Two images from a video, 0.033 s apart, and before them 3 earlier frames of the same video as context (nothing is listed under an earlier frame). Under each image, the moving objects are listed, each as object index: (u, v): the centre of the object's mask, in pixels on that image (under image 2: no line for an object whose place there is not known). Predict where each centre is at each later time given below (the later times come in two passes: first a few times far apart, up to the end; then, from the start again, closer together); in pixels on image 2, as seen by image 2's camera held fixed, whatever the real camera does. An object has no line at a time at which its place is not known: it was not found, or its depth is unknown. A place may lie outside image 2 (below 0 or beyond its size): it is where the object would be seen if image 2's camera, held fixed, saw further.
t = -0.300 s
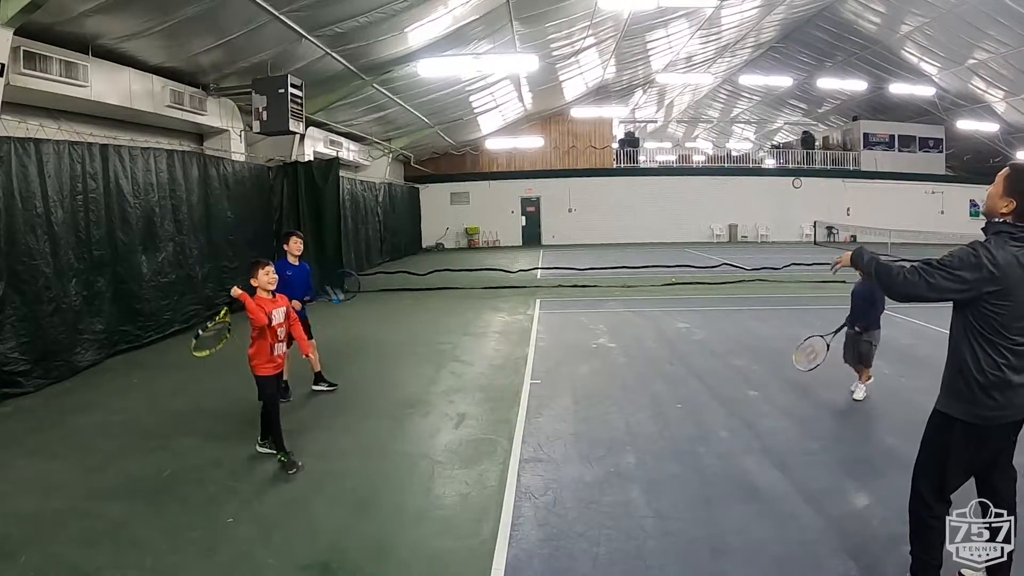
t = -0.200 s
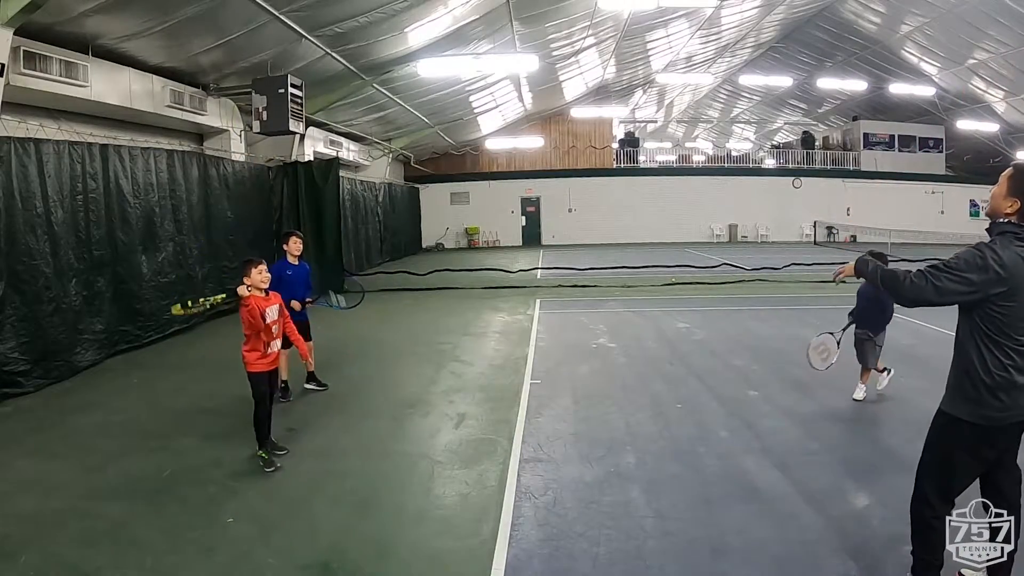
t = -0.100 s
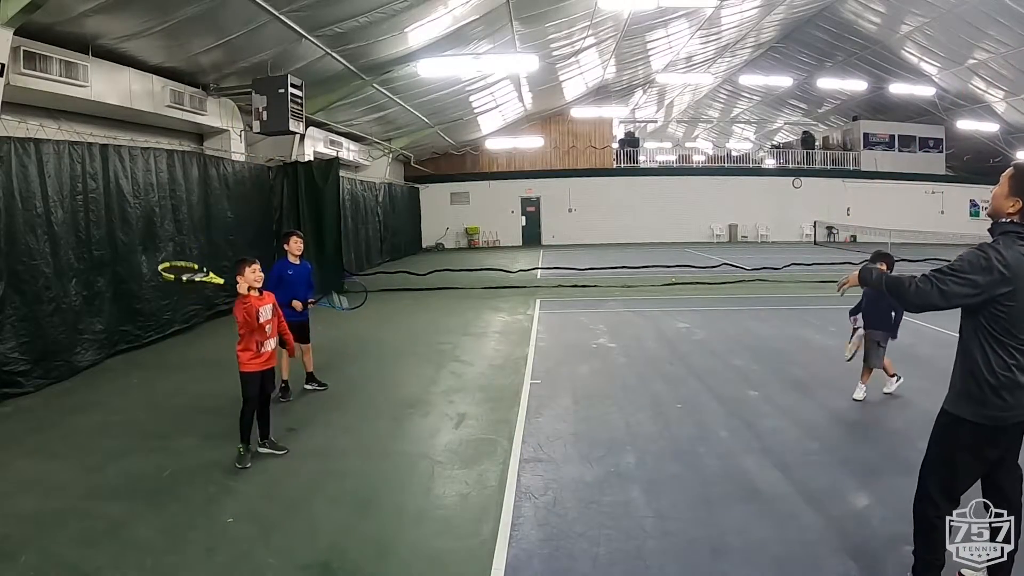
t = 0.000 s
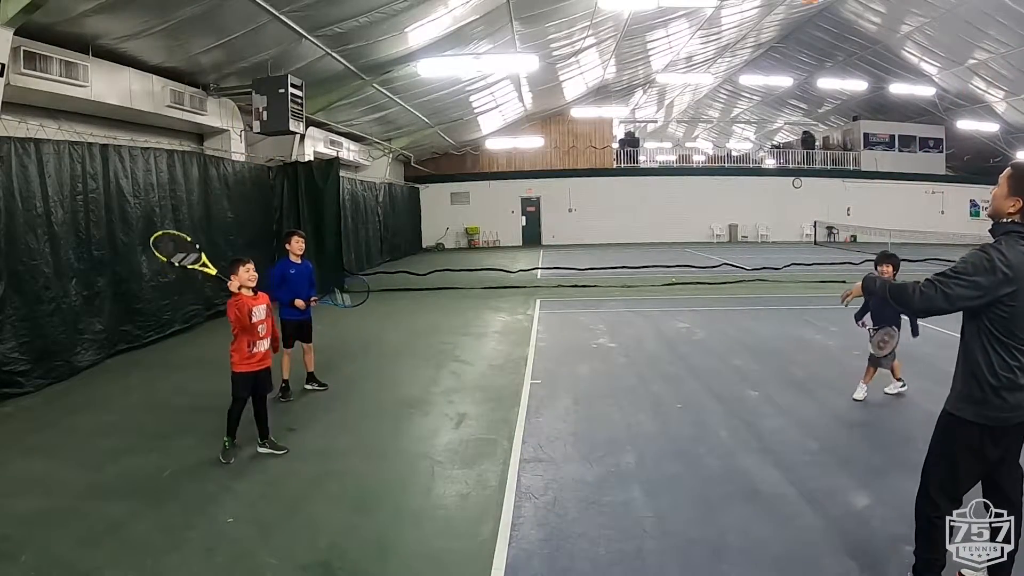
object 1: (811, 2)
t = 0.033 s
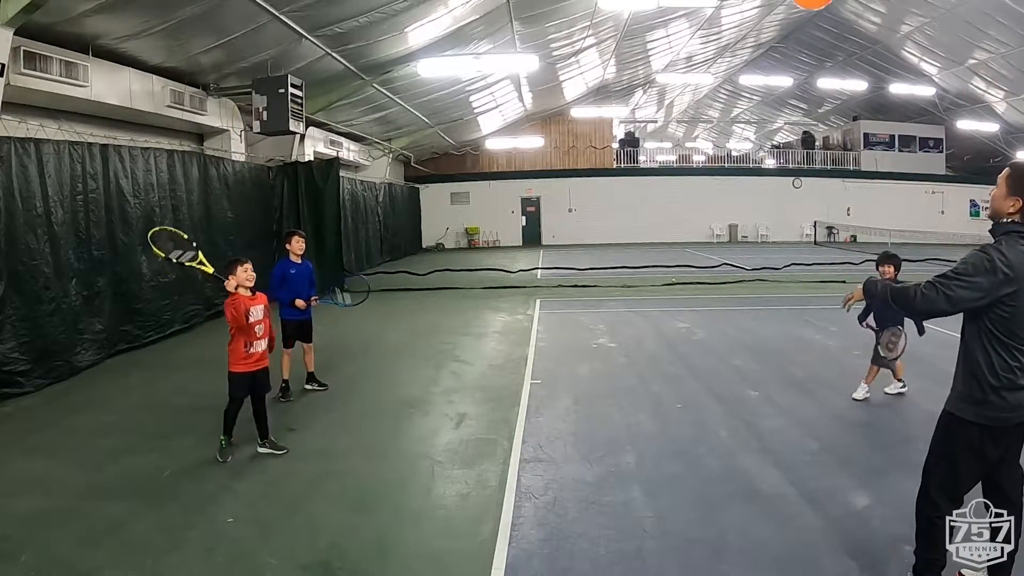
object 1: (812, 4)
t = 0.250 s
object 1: (818, 34)
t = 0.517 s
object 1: (834, 94)
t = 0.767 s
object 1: (856, 150)
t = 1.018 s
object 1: (873, 211)
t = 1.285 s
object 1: (882, 282)
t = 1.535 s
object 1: (877, 344)
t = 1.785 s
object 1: (861, 398)
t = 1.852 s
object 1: (857, 411)
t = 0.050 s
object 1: (812, 6)
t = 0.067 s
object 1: (813, 8)
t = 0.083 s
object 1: (813, 9)
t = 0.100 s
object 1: (814, 11)
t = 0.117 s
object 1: (814, 13)
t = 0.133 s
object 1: (814, 14)
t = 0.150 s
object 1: (815, 16)
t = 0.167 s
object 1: (815, 18)
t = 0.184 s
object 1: (815, 21)
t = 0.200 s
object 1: (816, 23)
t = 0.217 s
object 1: (816, 27)
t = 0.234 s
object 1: (817, 30)
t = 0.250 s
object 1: (818, 34)
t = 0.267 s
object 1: (818, 38)
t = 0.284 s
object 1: (819, 42)
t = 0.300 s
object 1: (820, 45)
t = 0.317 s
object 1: (820, 49)
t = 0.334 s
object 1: (821, 53)
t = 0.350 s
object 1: (822, 56)
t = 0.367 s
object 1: (823, 59)
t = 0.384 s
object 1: (824, 63)
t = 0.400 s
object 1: (825, 67)
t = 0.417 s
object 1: (826, 71)
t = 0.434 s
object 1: (827, 75)
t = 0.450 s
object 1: (828, 78)
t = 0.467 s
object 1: (829, 82)
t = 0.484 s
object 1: (831, 86)
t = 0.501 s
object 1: (832, 90)
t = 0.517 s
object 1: (834, 94)
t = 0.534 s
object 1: (835, 97)
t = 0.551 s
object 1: (836, 101)
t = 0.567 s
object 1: (838, 105)
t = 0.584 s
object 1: (839, 109)
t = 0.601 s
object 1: (841, 113)
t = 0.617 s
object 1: (842, 115)
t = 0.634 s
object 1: (844, 119)
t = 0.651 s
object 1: (845, 123)
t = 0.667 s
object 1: (846, 127)
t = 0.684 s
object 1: (848, 130)
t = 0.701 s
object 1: (850, 134)
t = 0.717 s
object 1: (851, 138)
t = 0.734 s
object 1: (853, 143)
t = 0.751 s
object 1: (854, 146)
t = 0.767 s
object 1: (856, 150)
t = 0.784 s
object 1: (857, 154)
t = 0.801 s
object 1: (858, 158)
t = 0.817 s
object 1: (859, 162)
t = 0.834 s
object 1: (861, 166)
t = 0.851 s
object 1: (862, 170)
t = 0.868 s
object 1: (863, 174)
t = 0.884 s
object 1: (865, 178)
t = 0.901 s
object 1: (866, 182)
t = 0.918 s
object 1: (867, 186)
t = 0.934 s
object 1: (868, 190)
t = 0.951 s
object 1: (869, 194)
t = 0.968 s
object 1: (870, 199)
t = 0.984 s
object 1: (871, 203)
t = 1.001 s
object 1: (873, 207)
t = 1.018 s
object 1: (873, 211)
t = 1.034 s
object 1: (874, 215)
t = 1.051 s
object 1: (875, 220)
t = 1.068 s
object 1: (876, 224)
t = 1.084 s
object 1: (877, 228)
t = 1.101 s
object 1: (878, 233)
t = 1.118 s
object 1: (878, 237)
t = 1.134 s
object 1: (879, 241)
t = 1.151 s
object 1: (880, 246)
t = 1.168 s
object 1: (880, 251)
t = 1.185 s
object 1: (881, 255)
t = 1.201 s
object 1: (881, 259)
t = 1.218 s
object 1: (882, 264)
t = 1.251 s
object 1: (882, 273)
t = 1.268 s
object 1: (882, 277)
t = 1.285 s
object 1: (882, 282)
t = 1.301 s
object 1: (883, 286)
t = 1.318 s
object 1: (882, 291)
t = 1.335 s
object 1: (882, 295)
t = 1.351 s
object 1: (882, 300)
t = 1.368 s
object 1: (882, 304)
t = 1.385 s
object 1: (882, 308)
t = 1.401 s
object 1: (881, 312)
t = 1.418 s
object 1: (881, 316)
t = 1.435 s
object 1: (881, 321)
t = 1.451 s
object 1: (880, 325)
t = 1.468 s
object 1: (880, 329)
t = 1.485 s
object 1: (879, 332)
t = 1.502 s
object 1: (879, 336)
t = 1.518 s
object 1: (878, 340)
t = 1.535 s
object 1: (877, 344)
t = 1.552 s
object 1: (876, 348)
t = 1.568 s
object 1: (876, 352)
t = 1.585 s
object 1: (875, 355)
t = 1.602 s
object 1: (874, 360)
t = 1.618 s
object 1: (873, 363)
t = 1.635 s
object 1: (872, 366)
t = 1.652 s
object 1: (871, 370)
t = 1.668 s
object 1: (870, 373)
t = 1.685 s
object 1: (869, 377)
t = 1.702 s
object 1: (867, 380)
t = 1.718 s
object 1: (866, 384)
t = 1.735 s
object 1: (865, 387)
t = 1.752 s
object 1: (864, 390)
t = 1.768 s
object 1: (863, 395)
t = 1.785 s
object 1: (861, 398)
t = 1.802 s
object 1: (861, 401)
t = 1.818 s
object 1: (860, 404)
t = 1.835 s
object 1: (858, 408)
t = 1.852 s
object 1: (857, 411)
